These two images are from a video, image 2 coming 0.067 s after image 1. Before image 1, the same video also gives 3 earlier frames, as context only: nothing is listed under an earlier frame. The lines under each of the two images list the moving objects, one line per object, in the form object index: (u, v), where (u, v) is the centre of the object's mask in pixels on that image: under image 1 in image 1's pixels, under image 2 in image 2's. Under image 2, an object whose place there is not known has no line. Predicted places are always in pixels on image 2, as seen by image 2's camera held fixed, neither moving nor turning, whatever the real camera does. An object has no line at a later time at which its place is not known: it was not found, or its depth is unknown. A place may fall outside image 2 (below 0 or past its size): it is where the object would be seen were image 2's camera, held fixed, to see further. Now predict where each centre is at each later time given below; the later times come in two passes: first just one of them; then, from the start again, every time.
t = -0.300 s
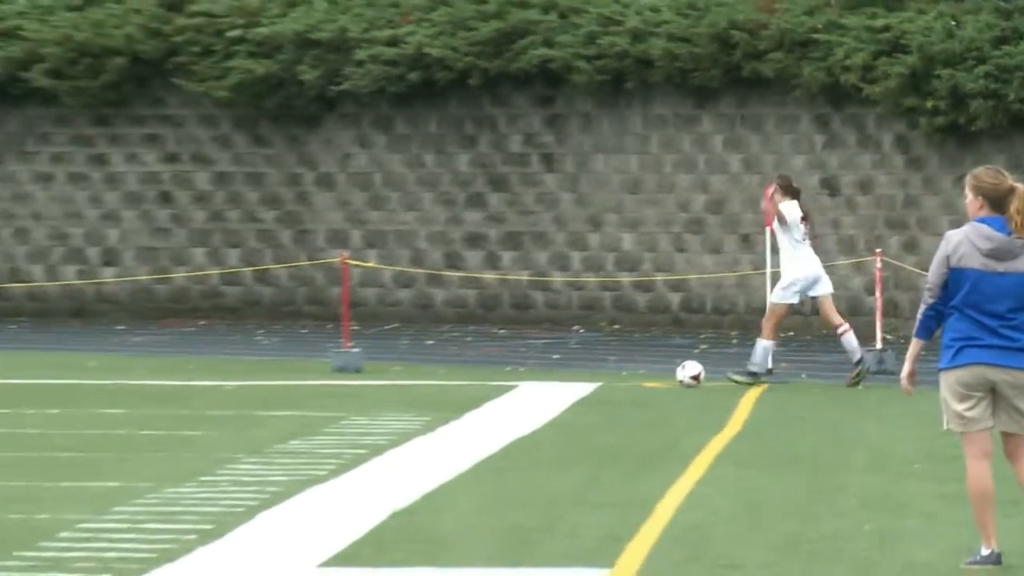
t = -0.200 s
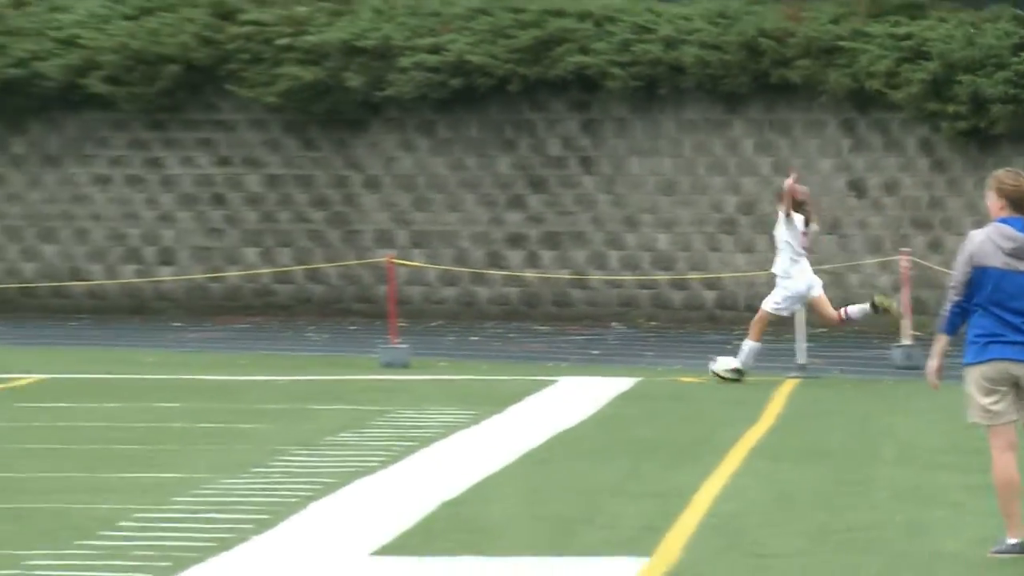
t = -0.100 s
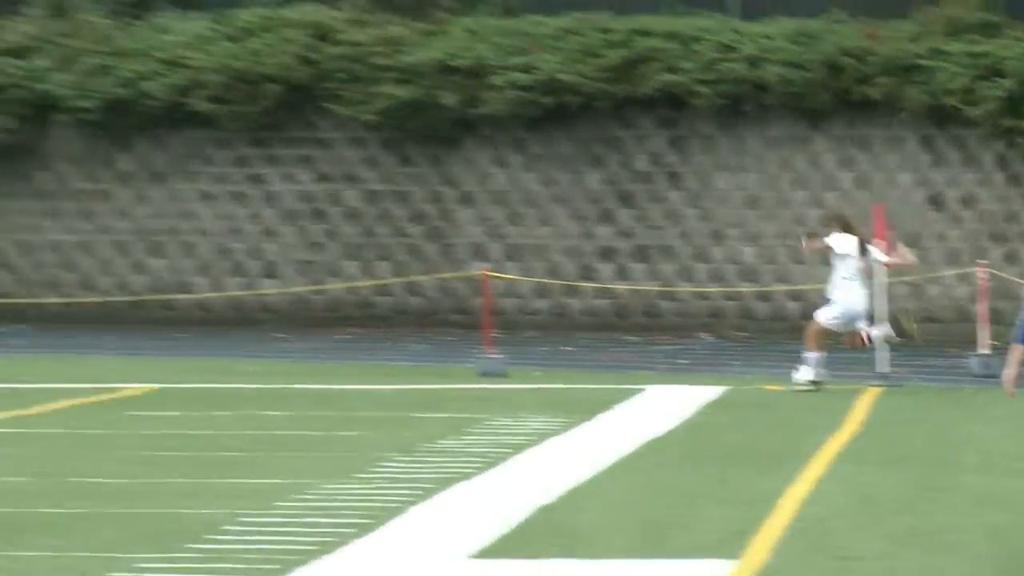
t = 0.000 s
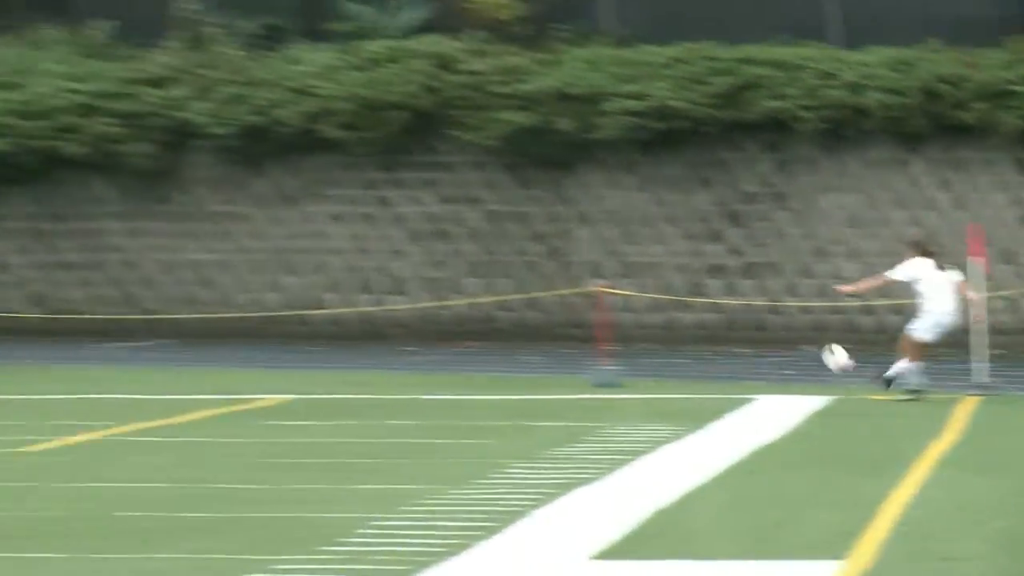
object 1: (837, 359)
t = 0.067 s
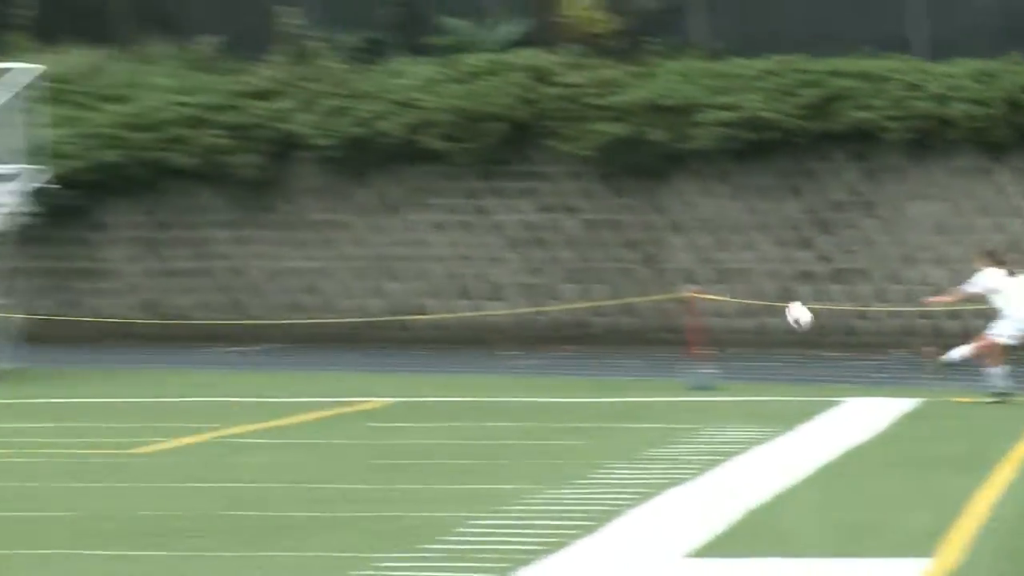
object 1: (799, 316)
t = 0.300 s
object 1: (377, 180)
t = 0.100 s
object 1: (737, 293)
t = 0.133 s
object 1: (675, 272)
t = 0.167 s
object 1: (613, 252)
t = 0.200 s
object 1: (553, 233)
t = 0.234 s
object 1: (493, 215)
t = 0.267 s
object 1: (435, 197)
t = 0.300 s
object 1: (377, 180)
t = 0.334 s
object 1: (321, 163)
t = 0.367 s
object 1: (264, 148)
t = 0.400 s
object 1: (208, 132)
